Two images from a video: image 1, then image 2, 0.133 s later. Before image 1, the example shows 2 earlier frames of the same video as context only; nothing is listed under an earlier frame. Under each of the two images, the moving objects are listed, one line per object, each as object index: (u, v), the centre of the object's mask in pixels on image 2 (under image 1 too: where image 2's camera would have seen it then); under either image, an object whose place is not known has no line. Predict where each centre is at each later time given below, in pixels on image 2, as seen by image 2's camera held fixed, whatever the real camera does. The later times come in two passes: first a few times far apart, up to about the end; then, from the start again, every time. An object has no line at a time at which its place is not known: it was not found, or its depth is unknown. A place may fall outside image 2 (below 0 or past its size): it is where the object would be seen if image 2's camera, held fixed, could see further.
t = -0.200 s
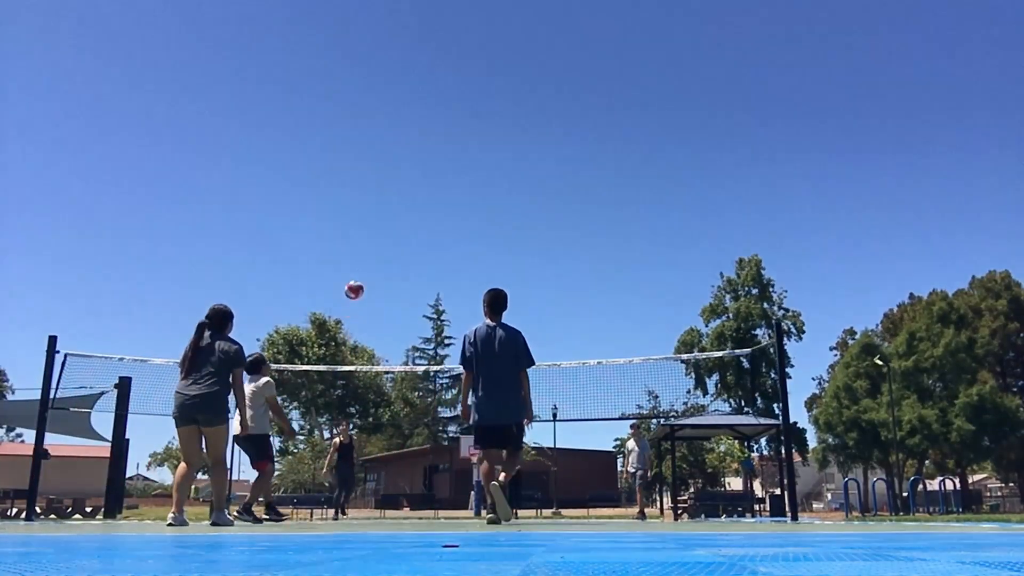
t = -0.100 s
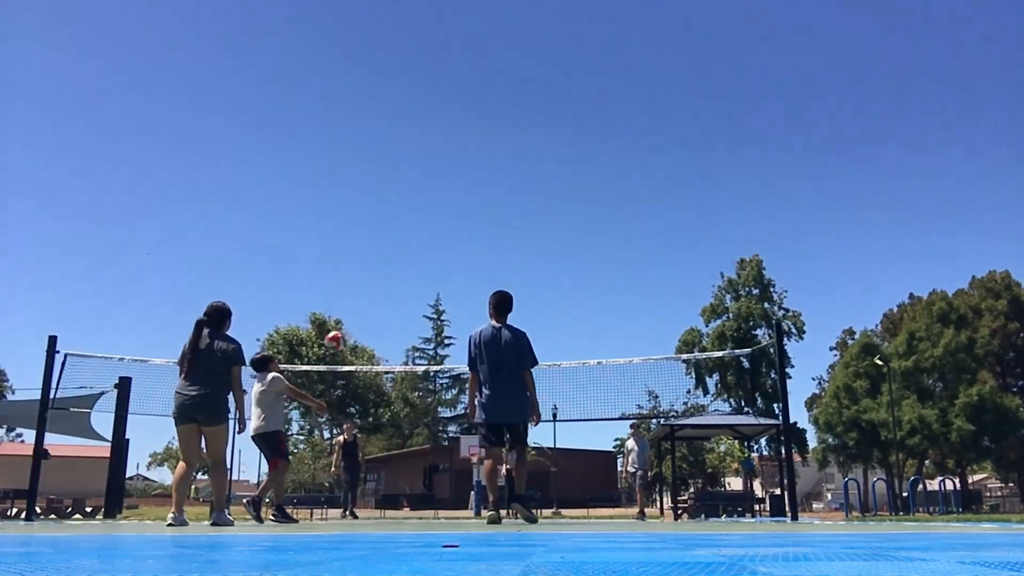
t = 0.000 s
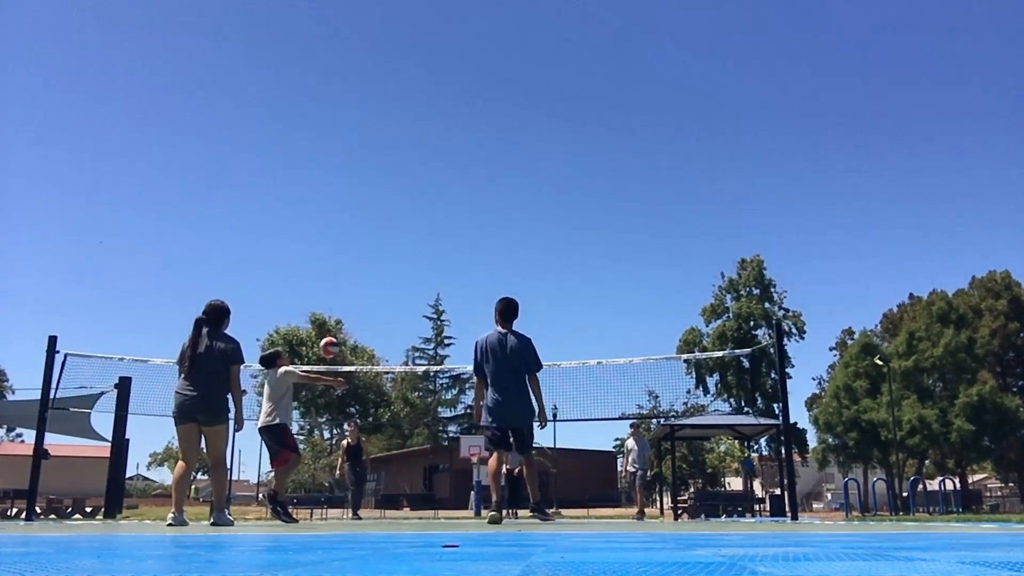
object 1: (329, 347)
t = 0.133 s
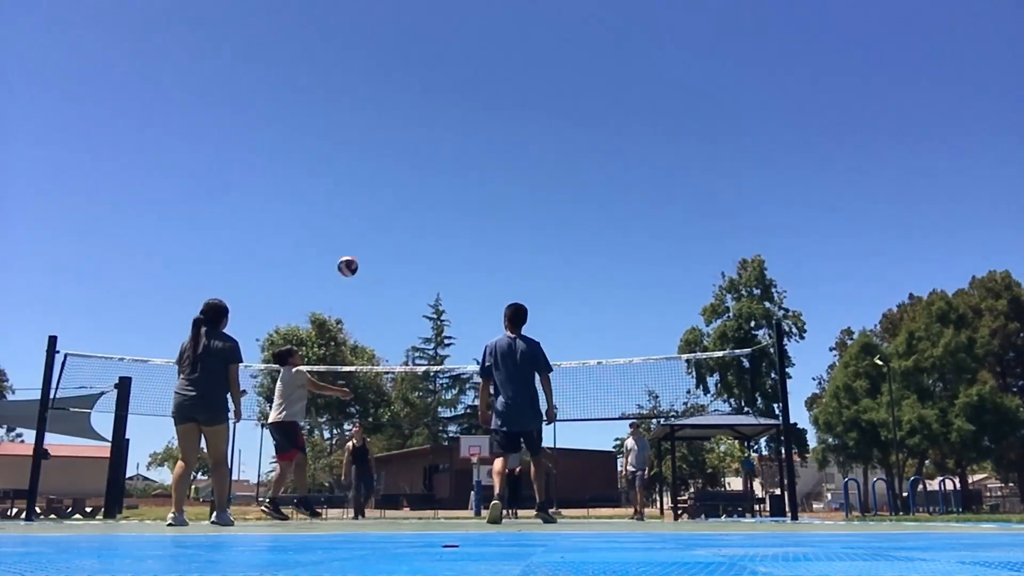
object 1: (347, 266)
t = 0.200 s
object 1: (356, 232)
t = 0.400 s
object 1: (380, 154)
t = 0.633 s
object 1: (405, 104)
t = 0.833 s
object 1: (427, 98)
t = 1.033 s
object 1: (449, 129)
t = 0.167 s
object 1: (352, 248)
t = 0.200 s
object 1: (356, 232)
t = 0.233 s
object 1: (360, 216)
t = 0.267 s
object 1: (364, 202)
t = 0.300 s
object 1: (368, 189)
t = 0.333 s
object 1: (372, 176)
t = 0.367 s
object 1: (376, 165)
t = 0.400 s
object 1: (380, 154)
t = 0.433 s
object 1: (384, 144)
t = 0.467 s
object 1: (387, 135)
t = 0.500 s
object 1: (390, 127)
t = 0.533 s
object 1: (394, 120)
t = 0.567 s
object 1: (398, 114)
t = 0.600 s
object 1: (402, 109)
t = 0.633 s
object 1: (405, 104)
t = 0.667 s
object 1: (409, 101)
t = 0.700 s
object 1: (412, 98)
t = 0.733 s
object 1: (416, 97)
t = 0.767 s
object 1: (419, 96)
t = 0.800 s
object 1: (423, 97)
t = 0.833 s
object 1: (427, 98)
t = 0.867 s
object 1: (430, 100)
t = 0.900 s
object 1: (434, 104)
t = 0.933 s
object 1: (438, 109)
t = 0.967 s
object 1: (441, 115)
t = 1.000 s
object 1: (445, 121)
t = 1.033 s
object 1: (449, 129)
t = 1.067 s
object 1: (453, 138)
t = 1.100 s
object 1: (457, 148)
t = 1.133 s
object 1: (461, 160)
